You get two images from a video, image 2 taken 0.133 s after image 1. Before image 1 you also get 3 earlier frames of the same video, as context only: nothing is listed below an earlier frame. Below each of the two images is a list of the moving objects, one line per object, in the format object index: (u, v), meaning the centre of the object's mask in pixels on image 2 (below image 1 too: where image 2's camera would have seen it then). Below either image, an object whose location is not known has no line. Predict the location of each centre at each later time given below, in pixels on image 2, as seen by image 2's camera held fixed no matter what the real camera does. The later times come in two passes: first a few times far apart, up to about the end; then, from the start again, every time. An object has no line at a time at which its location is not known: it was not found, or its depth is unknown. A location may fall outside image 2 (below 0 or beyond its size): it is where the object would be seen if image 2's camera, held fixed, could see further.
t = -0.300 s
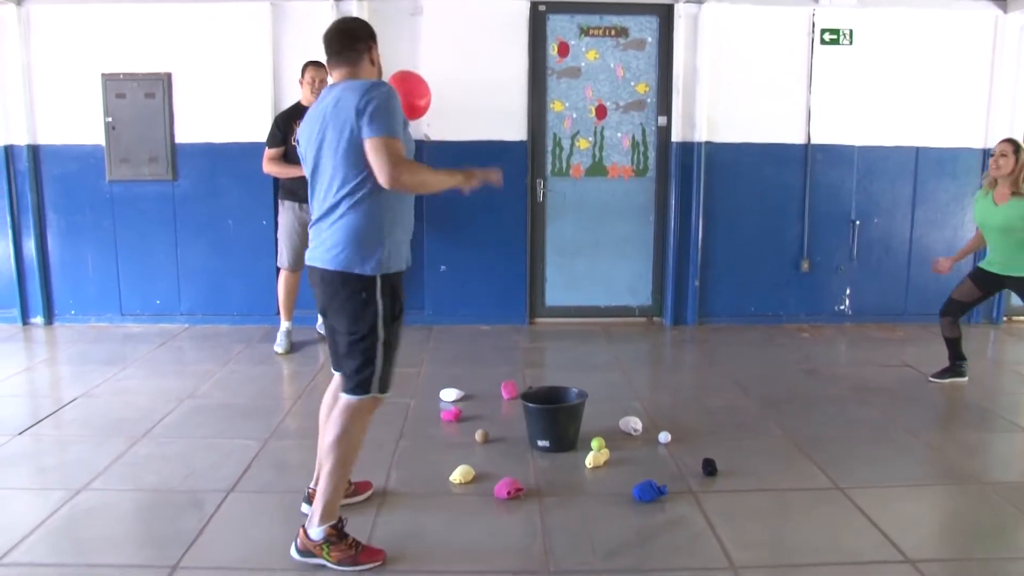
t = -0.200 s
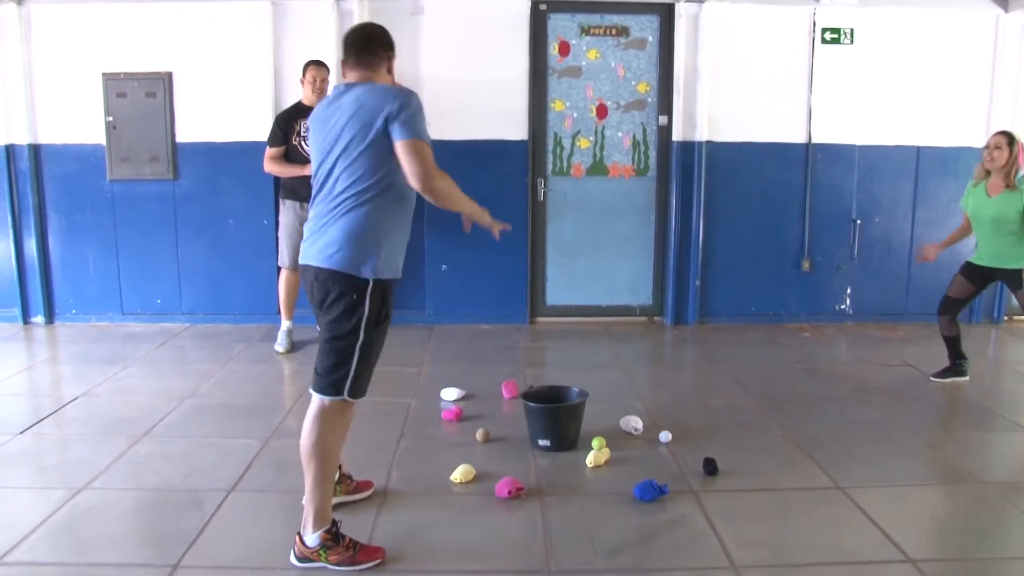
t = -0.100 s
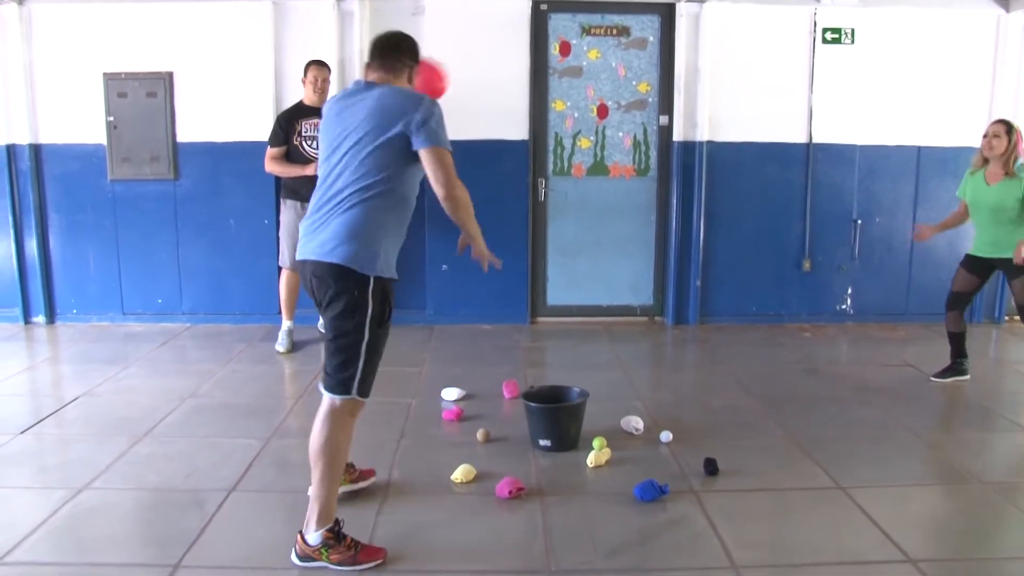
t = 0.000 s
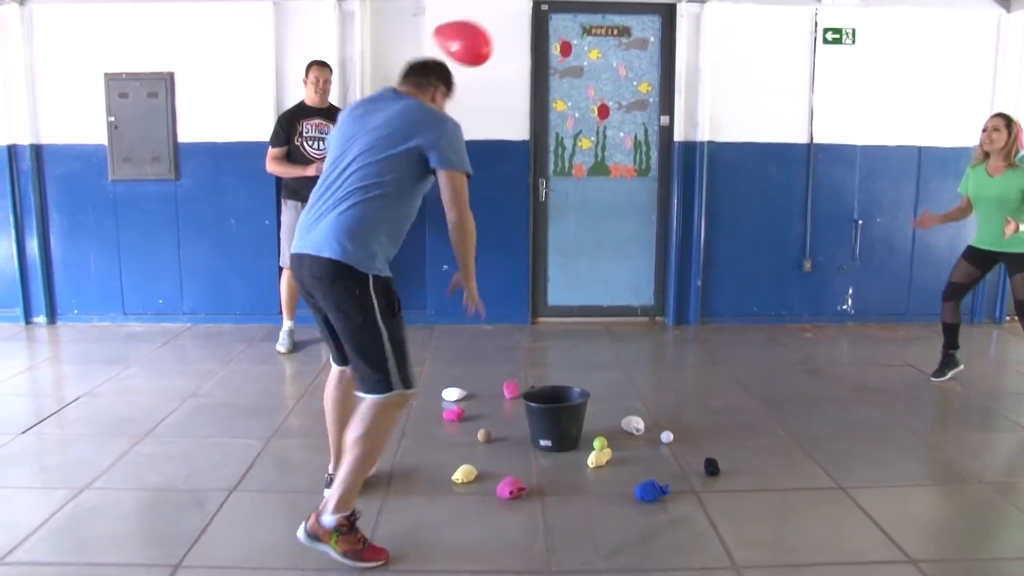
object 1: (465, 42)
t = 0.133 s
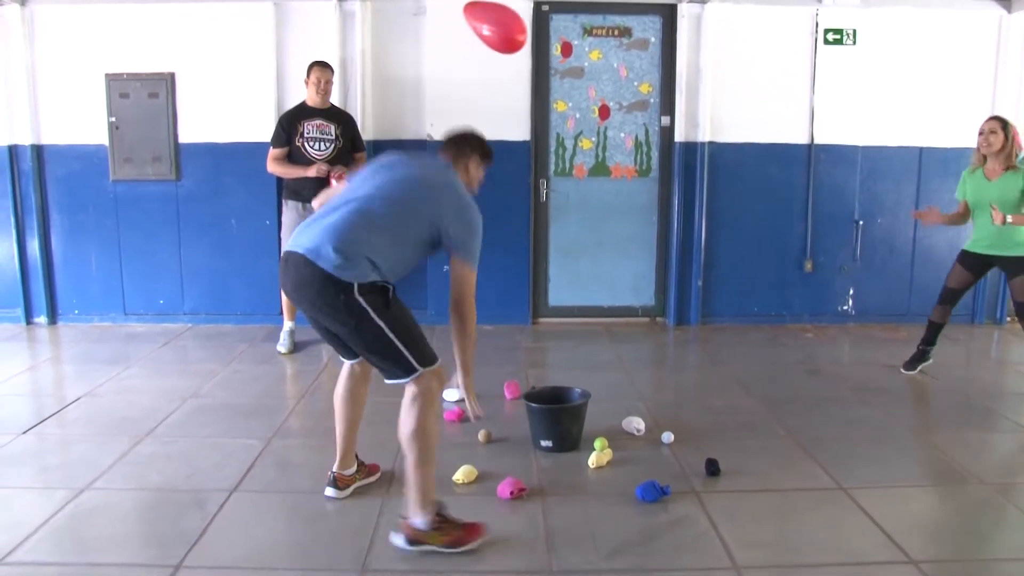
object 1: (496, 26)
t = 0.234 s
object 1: (511, 24)
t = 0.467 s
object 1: (531, 36)
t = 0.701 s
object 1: (539, 70)
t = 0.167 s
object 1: (502, 25)
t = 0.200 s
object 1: (506, 24)
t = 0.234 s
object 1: (511, 24)
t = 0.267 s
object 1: (514, 25)
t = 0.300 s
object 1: (517, 25)
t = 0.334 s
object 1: (520, 26)
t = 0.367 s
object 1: (523, 28)
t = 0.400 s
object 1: (526, 30)
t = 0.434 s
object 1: (529, 33)
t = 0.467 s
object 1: (531, 36)
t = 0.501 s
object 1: (534, 40)
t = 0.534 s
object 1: (537, 44)
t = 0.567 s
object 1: (538, 49)
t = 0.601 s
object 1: (539, 54)
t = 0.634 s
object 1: (540, 59)
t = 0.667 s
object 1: (540, 64)
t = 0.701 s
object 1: (539, 70)
